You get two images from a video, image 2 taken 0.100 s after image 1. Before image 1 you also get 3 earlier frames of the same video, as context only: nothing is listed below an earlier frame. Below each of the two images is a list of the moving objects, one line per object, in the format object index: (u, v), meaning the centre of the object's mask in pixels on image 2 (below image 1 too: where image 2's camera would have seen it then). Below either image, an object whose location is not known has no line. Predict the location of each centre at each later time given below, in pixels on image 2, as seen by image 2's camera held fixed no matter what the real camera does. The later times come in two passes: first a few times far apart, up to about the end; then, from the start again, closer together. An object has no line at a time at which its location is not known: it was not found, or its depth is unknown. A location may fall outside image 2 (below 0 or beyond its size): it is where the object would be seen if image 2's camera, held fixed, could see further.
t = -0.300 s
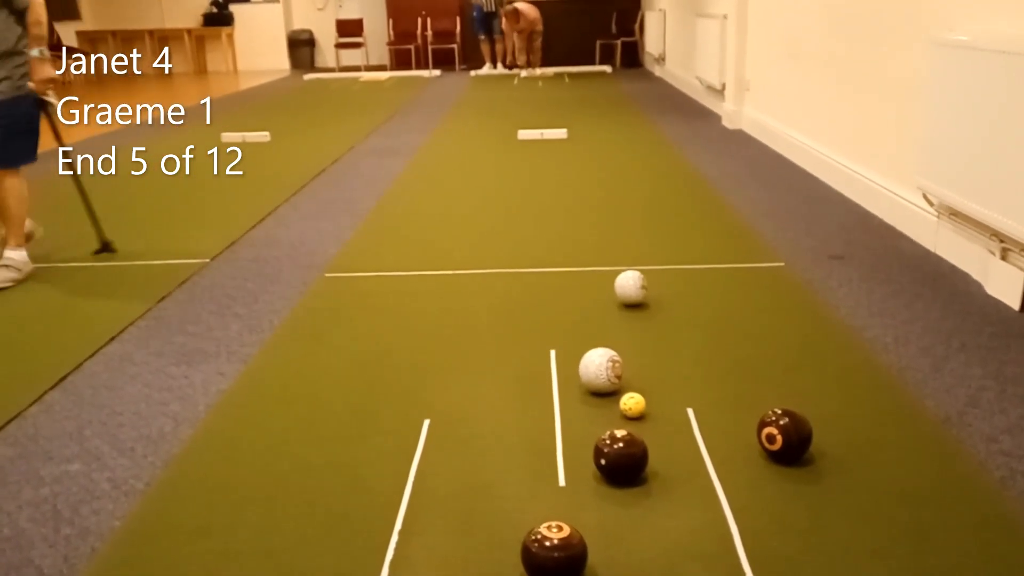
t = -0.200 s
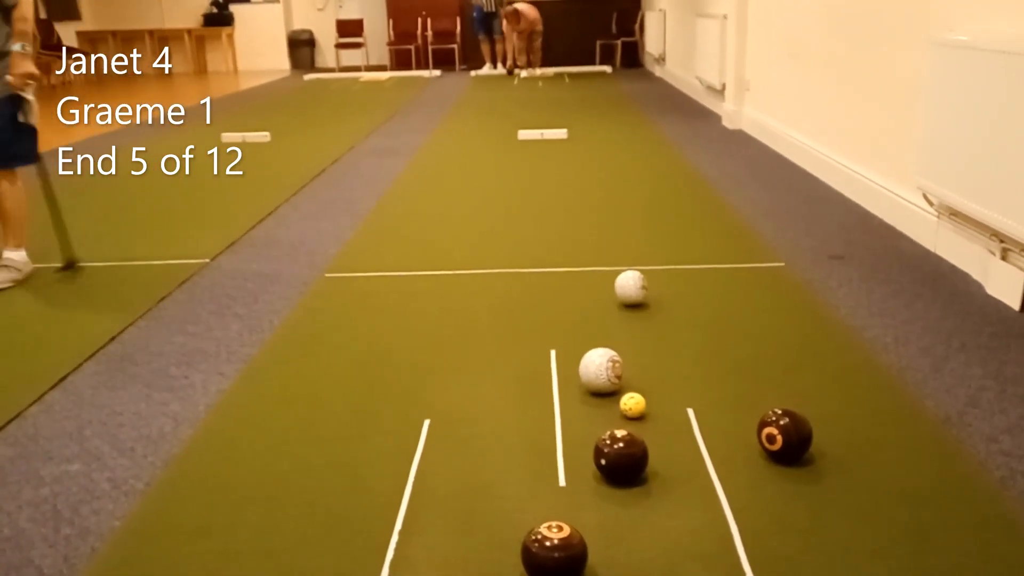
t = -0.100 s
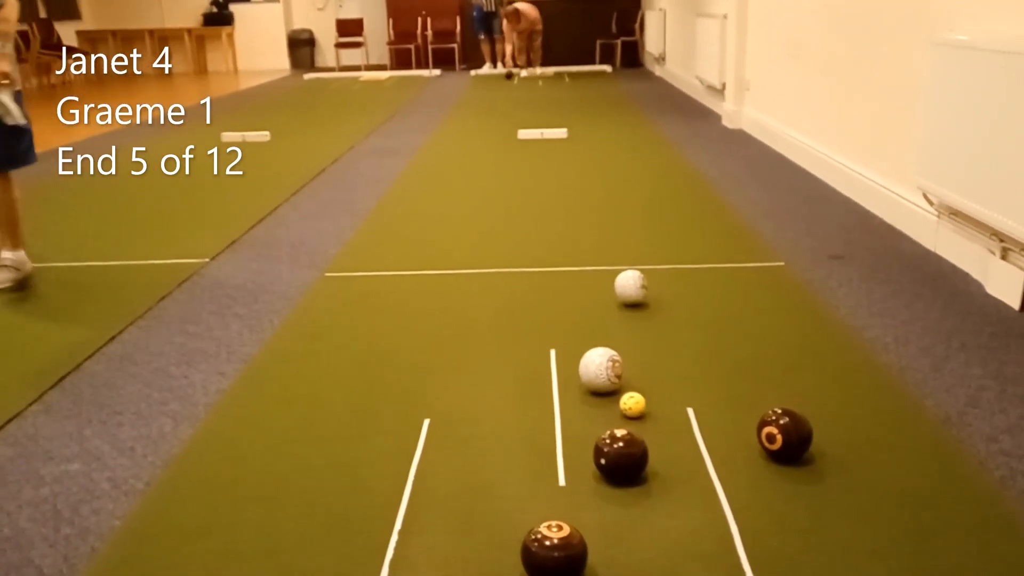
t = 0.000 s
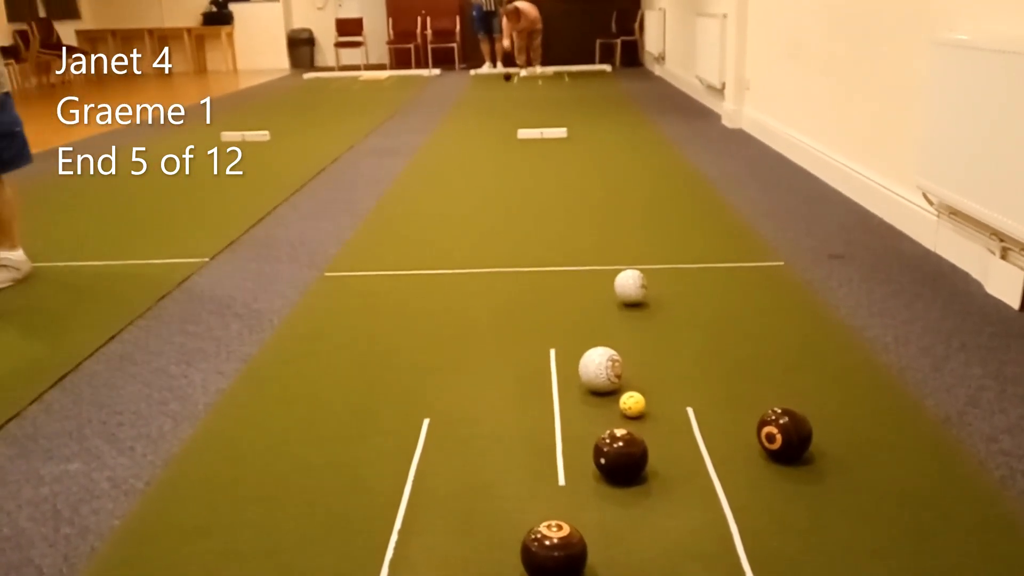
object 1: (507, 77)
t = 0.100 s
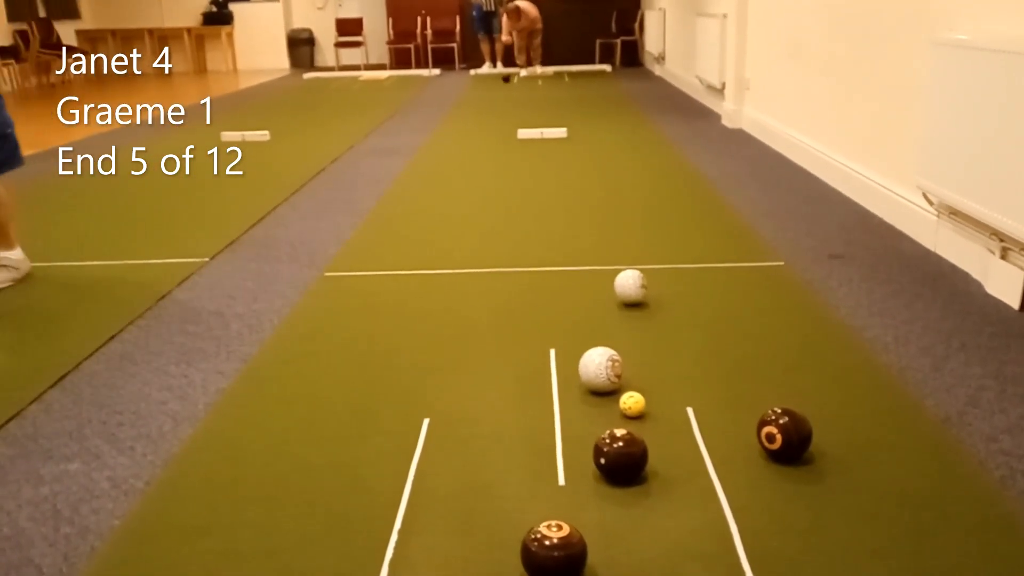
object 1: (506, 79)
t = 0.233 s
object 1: (505, 81)
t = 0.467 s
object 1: (502, 85)
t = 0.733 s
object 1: (500, 90)
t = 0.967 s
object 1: (498, 95)
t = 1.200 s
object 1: (497, 99)
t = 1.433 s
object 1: (497, 105)
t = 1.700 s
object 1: (496, 112)
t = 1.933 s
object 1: (496, 118)
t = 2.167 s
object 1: (496, 125)
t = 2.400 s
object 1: (497, 133)
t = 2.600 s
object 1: (498, 139)
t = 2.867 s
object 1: (501, 150)
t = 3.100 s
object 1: (503, 159)
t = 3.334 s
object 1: (507, 170)
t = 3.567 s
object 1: (511, 182)
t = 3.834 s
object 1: (517, 197)
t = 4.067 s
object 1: (525, 212)
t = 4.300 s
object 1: (534, 228)
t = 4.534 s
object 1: (546, 246)
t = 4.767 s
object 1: (560, 265)
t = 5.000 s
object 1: (577, 288)
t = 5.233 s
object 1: (599, 313)
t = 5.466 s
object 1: (624, 339)
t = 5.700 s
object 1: (653, 373)
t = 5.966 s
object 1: (695, 416)
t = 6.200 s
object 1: (738, 460)
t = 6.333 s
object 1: (765, 484)
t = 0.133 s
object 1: (506, 79)
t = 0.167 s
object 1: (506, 80)
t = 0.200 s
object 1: (505, 80)
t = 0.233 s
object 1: (505, 81)
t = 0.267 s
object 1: (505, 81)
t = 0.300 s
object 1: (504, 82)
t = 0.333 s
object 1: (504, 82)
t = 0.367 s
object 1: (503, 83)
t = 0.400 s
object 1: (503, 84)
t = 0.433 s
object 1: (503, 84)
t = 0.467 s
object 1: (502, 85)
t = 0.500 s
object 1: (502, 85)
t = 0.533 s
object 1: (502, 86)
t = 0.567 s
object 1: (502, 87)
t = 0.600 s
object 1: (502, 87)
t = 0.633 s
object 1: (501, 88)
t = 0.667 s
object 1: (501, 88)
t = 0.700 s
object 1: (501, 89)
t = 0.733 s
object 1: (500, 90)
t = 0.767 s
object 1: (500, 91)
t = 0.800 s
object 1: (500, 91)
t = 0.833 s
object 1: (500, 92)
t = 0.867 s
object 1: (499, 93)
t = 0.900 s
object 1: (499, 93)
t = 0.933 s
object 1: (499, 94)
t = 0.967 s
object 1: (498, 95)
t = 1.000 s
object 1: (498, 95)
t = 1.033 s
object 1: (498, 96)
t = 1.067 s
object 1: (498, 97)
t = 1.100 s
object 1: (498, 97)
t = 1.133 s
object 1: (498, 98)
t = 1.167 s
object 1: (497, 99)
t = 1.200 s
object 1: (497, 99)
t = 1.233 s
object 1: (497, 100)
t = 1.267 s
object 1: (497, 101)
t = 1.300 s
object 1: (497, 101)
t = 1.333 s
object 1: (497, 102)
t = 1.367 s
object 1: (497, 103)
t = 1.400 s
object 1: (497, 104)
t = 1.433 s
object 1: (497, 105)
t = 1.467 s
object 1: (496, 106)
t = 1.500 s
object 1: (496, 107)
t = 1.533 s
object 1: (496, 107)
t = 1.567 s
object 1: (496, 108)
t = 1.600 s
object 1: (496, 109)
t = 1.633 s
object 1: (496, 110)
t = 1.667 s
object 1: (496, 111)
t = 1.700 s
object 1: (496, 112)
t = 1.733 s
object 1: (496, 113)
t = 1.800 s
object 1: (496, 114)
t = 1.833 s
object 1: (496, 115)
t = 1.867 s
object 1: (496, 116)
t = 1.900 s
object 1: (496, 117)
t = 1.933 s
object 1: (496, 118)
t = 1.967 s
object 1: (496, 119)
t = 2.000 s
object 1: (496, 120)
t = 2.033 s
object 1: (496, 121)
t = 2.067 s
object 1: (496, 122)
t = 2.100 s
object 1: (496, 123)
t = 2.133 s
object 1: (496, 124)
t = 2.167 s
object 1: (496, 125)
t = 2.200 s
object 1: (496, 126)
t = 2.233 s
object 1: (496, 127)
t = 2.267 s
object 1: (496, 128)
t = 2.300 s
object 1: (496, 129)
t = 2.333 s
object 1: (496, 131)
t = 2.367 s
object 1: (497, 132)
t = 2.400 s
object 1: (497, 133)
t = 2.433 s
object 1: (497, 134)
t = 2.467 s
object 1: (497, 135)
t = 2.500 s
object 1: (497, 136)
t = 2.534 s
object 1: (497, 137)
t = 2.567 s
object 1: (498, 138)
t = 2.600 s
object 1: (498, 139)
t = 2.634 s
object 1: (498, 141)
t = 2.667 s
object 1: (499, 142)
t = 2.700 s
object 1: (499, 143)
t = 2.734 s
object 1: (499, 144)
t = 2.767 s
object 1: (500, 146)
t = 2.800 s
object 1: (500, 147)
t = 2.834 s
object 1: (500, 149)
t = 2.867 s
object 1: (501, 150)
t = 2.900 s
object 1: (501, 151)
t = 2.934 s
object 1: (501, 152)
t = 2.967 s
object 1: (502, 154)
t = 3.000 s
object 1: (502, 155)
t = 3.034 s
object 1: (502, 157)
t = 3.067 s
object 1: (503, 158)
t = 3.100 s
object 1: (503, 159)
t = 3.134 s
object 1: (504, 161)
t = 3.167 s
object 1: (504, 162)
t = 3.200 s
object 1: (505, 164)
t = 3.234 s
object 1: (505, 166)
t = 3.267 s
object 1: (506, 167)
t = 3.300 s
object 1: (506, 169)
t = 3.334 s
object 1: (507, 170)
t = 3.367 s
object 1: (507, 172)
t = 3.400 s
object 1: (508, 173)
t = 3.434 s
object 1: (509, 175)
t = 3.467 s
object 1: (509, 177)
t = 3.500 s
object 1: (510, 178)
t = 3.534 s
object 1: (510, 180)
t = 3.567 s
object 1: (511, 182)
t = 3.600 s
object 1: (511, 184)
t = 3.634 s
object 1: (512, 186)
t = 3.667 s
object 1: (513, 188)
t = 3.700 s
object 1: (514, 189)
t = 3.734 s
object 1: (515, 191)
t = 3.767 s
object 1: (515, 193)
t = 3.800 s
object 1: (516, 195)
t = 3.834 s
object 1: (517, 197)
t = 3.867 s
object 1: (519, 199)
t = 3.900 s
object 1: (520, 201)
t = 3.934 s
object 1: (521, 203)
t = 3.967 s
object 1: (522, 205)
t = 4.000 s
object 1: (523, 207)
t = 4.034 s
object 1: (524, 209)
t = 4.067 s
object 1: (525, 212)
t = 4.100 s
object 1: (527, 214)
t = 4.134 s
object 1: (528, 216)
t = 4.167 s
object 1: (529, 218)
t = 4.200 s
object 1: (531, 220)
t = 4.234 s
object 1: (532, 223)
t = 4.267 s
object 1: (533, 225)
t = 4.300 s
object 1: (534, 228)
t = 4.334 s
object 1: (536, 230)
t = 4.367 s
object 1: (538, 233)
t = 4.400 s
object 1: (539, 235)
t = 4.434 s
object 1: (541, 238)
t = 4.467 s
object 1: (543, 240)
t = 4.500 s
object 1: (544, 243)
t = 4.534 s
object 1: (546, 246)
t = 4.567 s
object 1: (548, 249)
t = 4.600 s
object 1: (550, 251)
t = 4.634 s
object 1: (552, 254)
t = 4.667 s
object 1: (554, 256)
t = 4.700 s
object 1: (556, 259)
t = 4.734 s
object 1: (558, 262)
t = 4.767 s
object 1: (560, 265)
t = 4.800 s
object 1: (563, 268)
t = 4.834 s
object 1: (565, 272)
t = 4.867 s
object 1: (568, 275)
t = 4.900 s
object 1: (570, 278)
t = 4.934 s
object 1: (573, 281)
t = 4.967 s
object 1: (575, 285)
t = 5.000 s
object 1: (577, 288)
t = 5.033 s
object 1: (580, 291)
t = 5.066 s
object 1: (583, 295)
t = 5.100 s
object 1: (586, 298)
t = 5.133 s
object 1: (590, 302)
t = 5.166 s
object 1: (593, 305)
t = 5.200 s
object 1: (595, 309)
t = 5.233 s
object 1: (599, 313)
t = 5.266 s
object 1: (602, 317)
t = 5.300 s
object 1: (605, 320)
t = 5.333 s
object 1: (609, 325)
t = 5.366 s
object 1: (612, 328)
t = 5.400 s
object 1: (617, 332)
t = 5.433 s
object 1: (621, 335)
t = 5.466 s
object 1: (624, 339)
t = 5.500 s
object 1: (629, 344)
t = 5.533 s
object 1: (633, 349)
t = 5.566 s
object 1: (636, 354)
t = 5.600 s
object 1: (640, 359)
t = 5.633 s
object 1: (643, 364)
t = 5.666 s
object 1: (648, 369)
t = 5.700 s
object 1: (653, 373)
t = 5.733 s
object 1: (657, 378)
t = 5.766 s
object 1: (663, 384)
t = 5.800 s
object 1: (668, 389)
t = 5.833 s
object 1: (673, 394)
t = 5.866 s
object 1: (678, 399)
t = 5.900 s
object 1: (683, 404)
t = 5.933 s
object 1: (688, 410)
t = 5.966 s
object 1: (695, 416)
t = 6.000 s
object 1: (700, 422)
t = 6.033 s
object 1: (706, 428)
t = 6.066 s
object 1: (713, 434)
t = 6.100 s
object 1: (719, 440)
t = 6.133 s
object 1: (726, 447)
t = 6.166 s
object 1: (732, 453)
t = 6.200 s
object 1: (738, 460)
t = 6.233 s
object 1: (744, 465)
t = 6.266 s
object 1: (751, 472)
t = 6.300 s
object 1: (759, 479)
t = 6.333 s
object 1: (765, 484)
